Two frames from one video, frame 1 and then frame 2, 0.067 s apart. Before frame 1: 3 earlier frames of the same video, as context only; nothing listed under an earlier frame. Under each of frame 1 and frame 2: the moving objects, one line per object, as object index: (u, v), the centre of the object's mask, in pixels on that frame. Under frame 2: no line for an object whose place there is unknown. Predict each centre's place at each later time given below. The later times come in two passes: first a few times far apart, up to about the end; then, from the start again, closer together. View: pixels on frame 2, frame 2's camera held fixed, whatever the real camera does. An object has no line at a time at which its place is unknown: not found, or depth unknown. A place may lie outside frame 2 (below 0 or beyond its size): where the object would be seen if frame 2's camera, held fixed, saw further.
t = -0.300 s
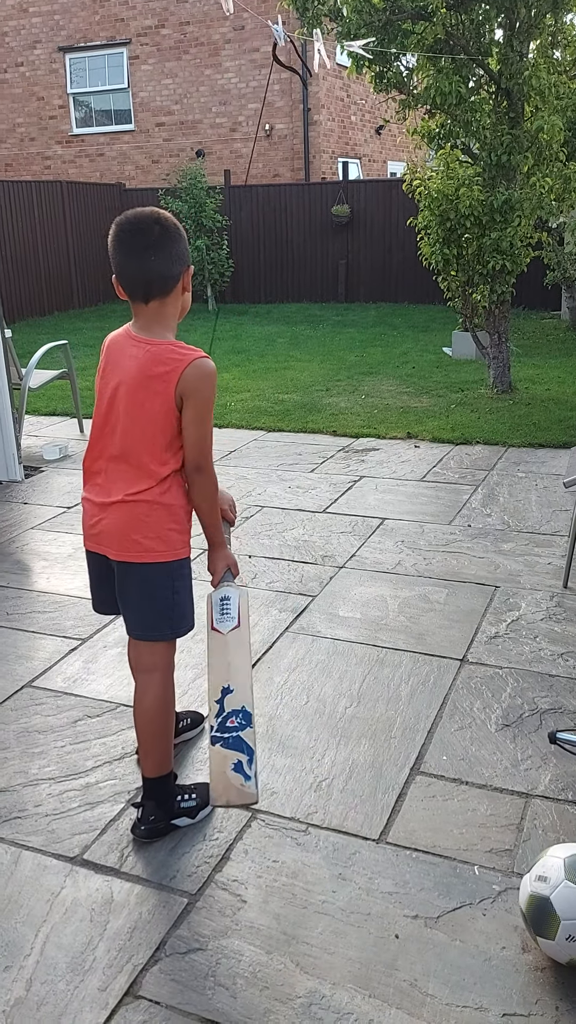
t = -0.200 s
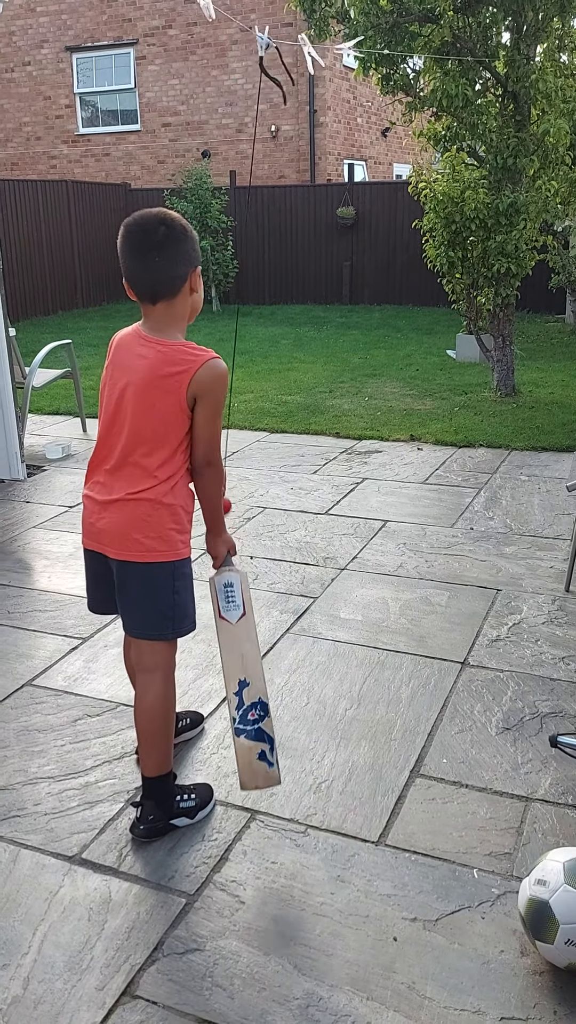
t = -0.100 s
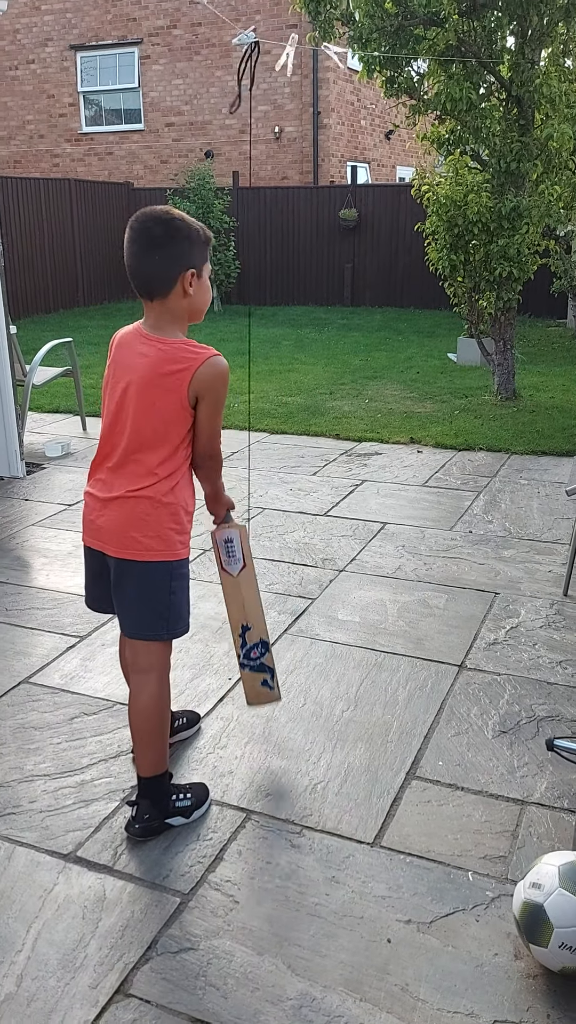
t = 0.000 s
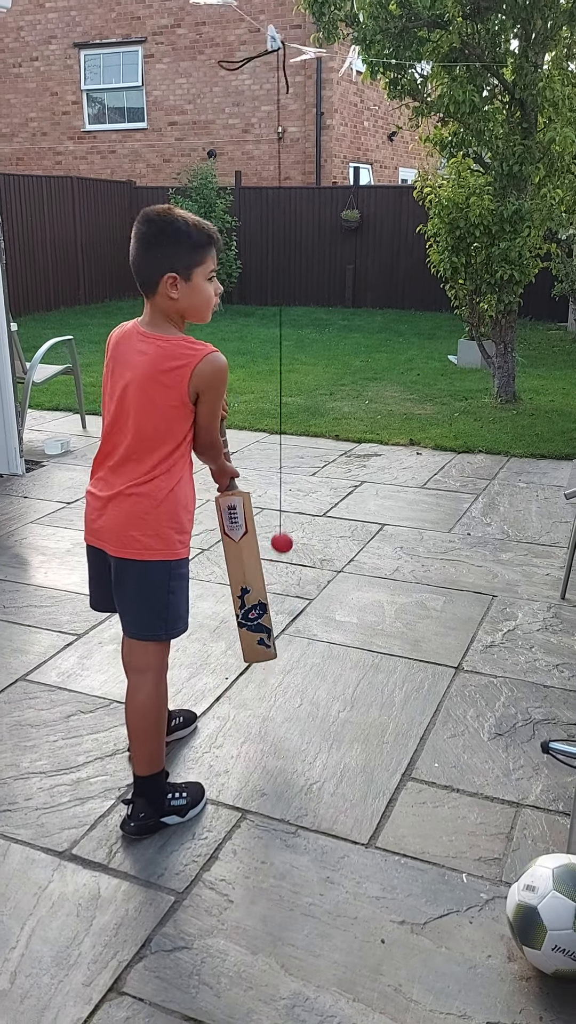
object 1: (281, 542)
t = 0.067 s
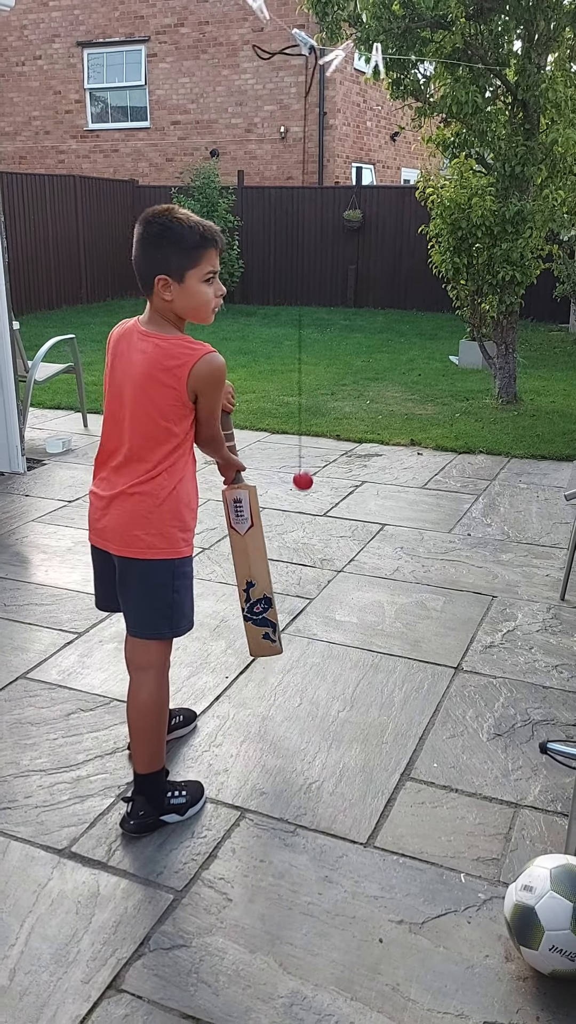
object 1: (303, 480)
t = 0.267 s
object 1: (356, 304)
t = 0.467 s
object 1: (402, 202)
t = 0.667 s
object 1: (437, 203)
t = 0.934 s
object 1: (460, 374)
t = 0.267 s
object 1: (356, 304)
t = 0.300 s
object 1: (364, 281)
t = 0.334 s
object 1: (373, 259)
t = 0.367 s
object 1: (380, 241)
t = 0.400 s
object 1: (388, 225)
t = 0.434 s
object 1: (395, 212)
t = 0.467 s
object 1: (402, 202)
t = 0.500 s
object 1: (409, 194)
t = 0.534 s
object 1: (415, 190)
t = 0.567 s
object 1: (422, 188)
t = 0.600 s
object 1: (427, 190)
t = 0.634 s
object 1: (432, 195)
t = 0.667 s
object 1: (437, 203)
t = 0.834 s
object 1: (456, 290)
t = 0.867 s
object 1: (459, 316)
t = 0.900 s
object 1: (460, 344)
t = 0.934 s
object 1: (460, 374)
